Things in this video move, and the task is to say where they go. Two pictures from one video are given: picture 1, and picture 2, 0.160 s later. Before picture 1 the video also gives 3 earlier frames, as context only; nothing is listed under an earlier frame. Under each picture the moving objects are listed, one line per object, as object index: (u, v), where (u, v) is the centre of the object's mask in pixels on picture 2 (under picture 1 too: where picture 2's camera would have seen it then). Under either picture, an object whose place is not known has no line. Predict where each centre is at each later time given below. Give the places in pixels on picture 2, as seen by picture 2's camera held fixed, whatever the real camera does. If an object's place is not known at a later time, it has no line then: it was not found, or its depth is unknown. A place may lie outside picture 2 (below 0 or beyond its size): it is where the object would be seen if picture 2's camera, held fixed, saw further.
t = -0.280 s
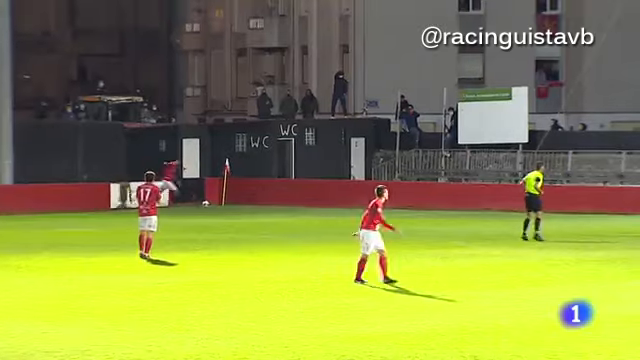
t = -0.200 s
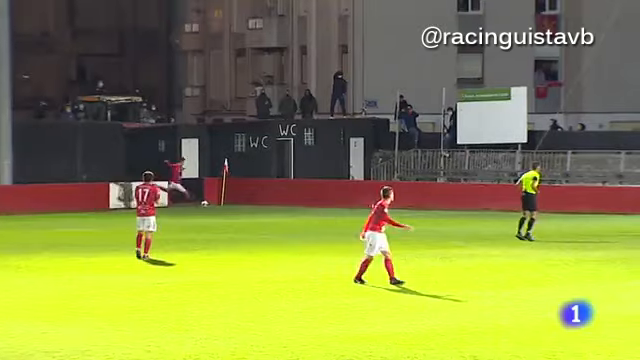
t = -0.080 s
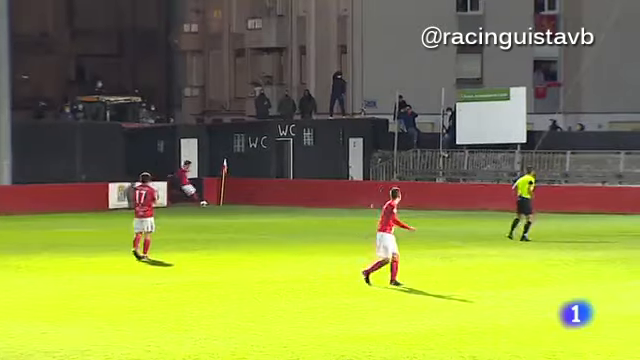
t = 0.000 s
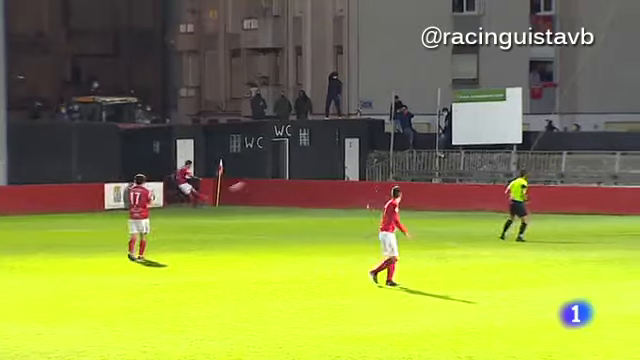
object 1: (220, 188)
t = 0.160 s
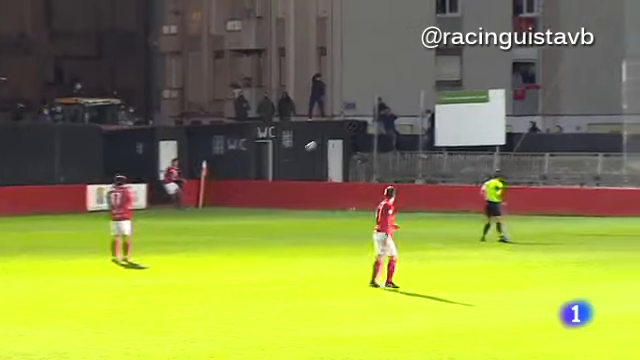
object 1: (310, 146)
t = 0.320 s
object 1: (394, 109)
